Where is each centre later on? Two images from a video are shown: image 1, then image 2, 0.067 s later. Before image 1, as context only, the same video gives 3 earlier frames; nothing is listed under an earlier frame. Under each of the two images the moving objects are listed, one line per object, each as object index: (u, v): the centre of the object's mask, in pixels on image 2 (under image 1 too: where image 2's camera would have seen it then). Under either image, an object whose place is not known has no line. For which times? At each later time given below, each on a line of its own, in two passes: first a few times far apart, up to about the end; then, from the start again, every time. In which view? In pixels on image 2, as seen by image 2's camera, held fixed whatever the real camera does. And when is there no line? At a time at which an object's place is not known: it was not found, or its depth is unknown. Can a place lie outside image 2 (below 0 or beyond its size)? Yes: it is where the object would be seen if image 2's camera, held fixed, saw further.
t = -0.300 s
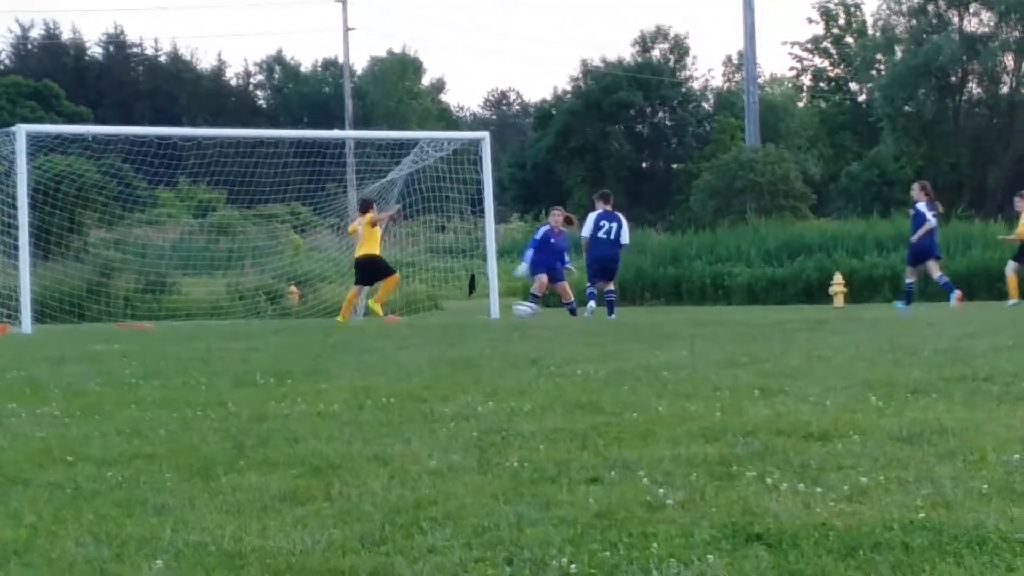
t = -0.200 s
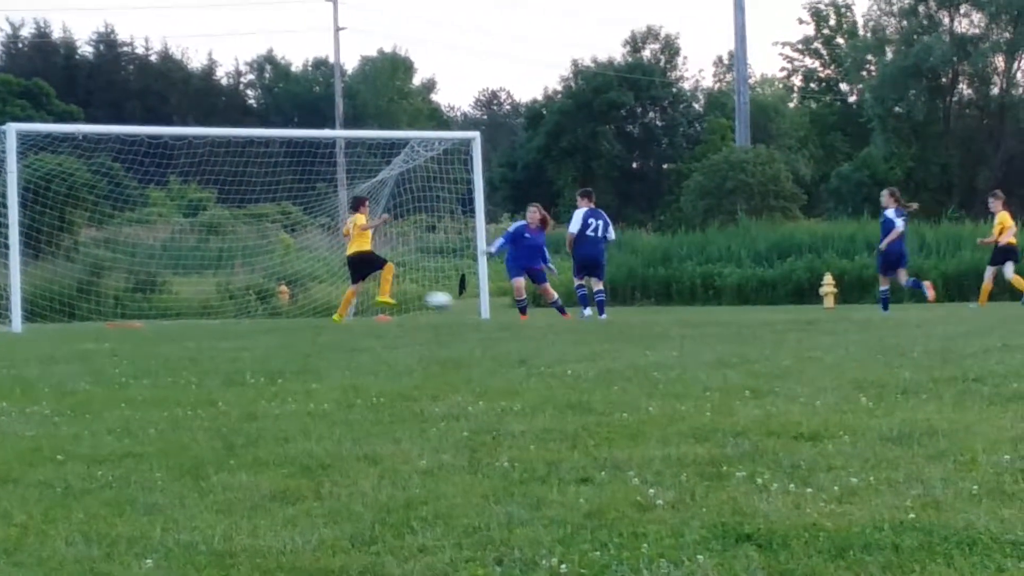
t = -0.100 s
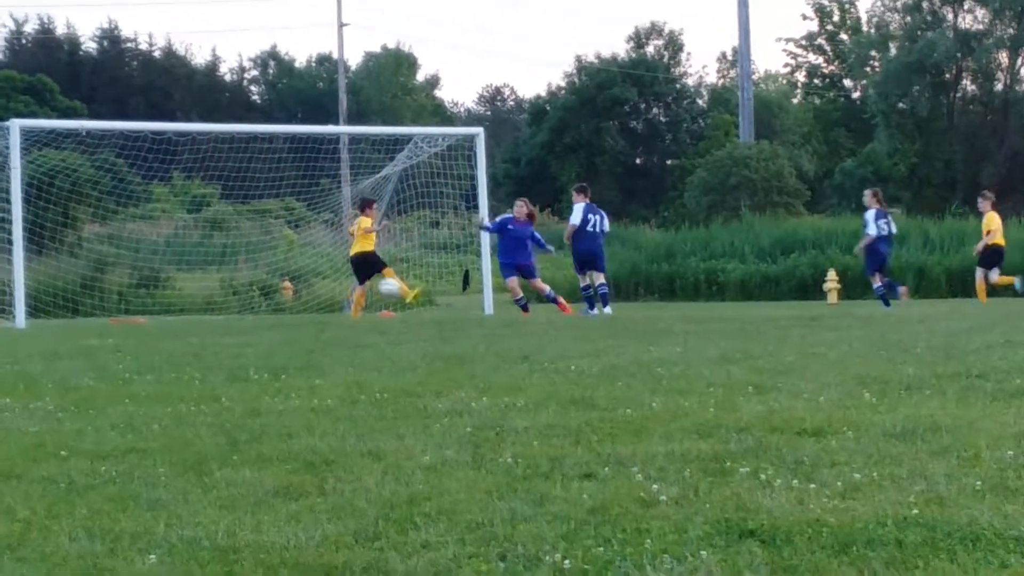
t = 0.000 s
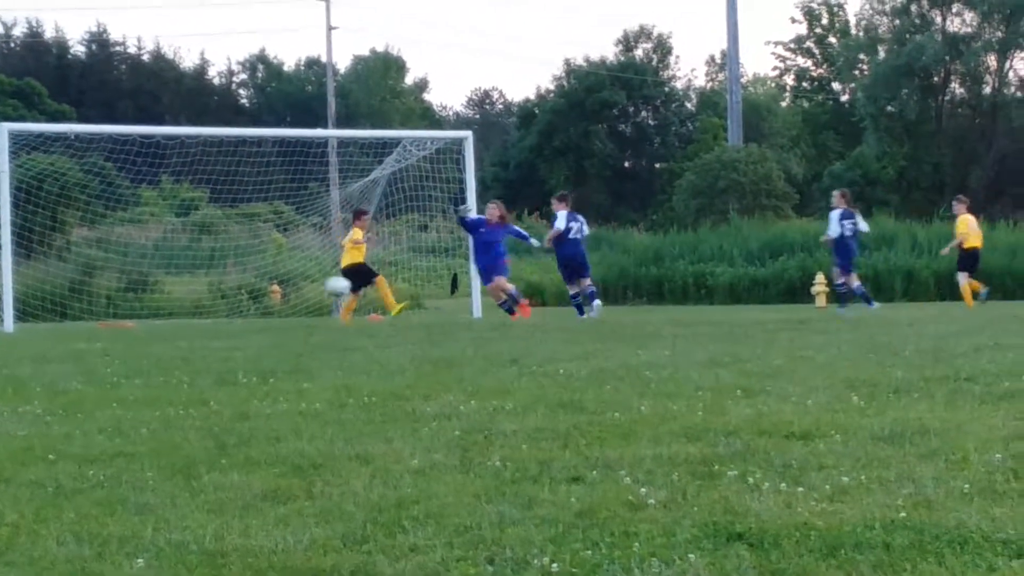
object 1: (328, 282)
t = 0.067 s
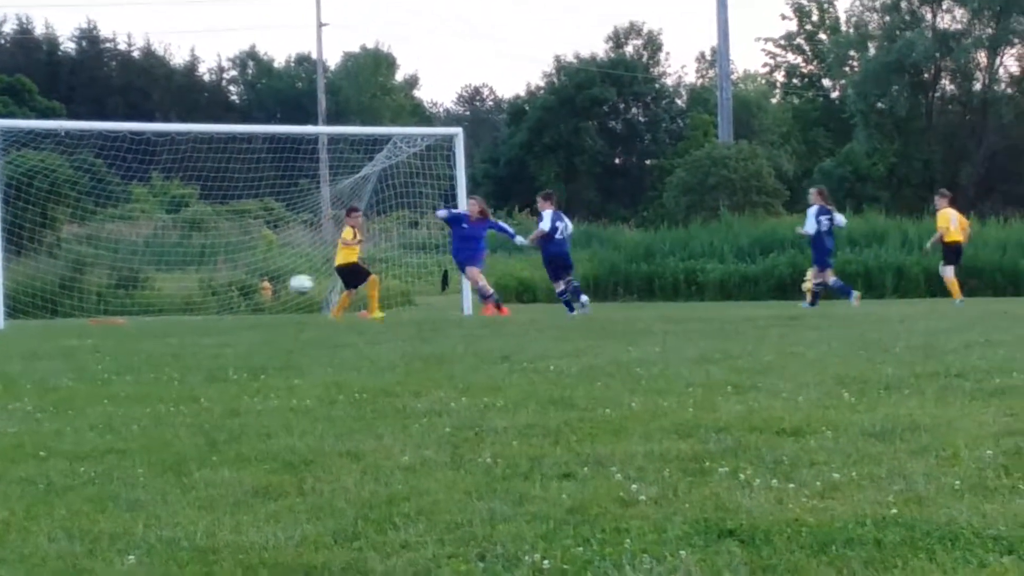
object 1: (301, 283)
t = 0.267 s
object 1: (216, 314)
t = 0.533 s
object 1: (105, 307)
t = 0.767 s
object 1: (7, 329)
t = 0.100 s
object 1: (286, 286)
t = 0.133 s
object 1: (272, 289)
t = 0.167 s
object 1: (258, 294)
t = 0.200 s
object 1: (244, 300)
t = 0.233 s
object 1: (230, 306)
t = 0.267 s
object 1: (216, 314)
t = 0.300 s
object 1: (201, 320)
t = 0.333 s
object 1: (187, 316)
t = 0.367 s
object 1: (174, 313)
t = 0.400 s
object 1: (161, 308)
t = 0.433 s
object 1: (146, 307)
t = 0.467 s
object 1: (133, 307)
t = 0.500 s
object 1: (119, 306)
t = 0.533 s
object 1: (105, 307)
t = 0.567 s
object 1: (89, 310)
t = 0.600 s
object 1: (75, 314)
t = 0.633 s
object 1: (60, 319)
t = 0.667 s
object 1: (47, 325)
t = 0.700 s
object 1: (33, 330)
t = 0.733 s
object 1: (18, 333)
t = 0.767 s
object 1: (7, 329)
